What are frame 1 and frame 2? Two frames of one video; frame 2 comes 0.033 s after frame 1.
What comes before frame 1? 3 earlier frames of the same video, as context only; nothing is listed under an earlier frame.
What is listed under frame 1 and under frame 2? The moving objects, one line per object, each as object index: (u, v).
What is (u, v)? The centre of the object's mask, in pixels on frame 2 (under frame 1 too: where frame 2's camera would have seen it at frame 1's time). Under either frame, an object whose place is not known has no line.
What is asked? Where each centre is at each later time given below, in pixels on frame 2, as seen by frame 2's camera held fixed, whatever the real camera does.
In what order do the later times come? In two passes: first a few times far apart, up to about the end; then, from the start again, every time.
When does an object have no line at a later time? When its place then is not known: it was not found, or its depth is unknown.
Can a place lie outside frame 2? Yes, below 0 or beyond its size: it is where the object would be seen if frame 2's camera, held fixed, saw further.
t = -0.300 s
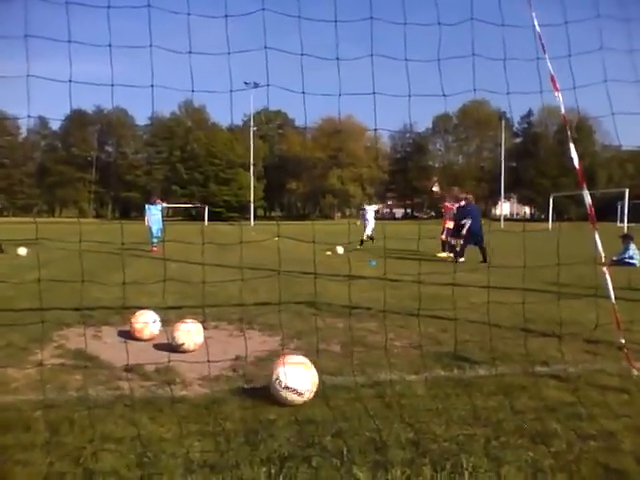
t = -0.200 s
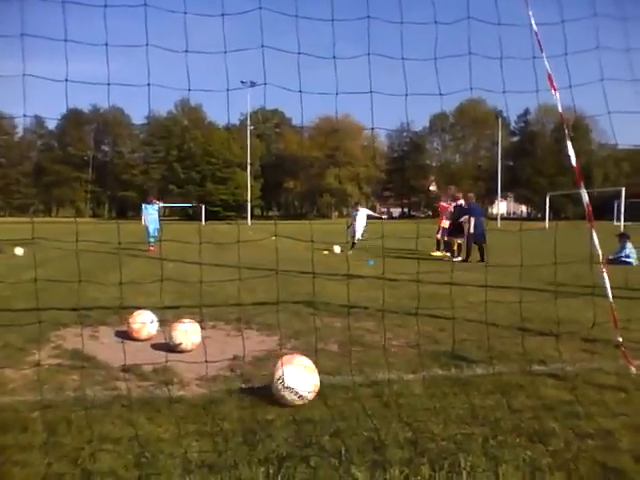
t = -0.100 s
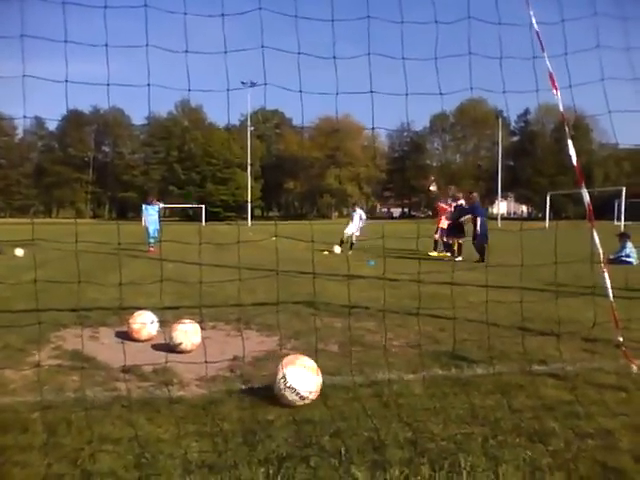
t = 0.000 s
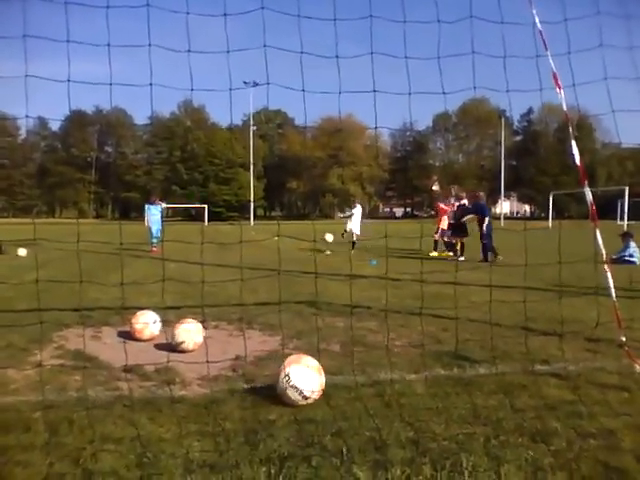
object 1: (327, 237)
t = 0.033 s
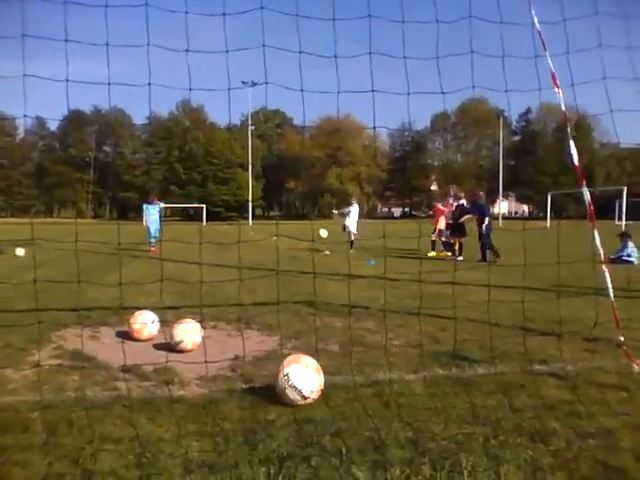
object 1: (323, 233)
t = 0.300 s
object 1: (273, 202)
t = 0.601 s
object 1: (67, 188)
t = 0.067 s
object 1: (318, 229)
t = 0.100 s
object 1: (313, 225)
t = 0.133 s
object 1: (308, 221)
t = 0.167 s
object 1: (301, 217)
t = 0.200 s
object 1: (296, 213)
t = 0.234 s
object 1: (289, 209)
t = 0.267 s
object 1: (282, 205)
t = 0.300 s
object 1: (273, 202)
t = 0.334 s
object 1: (263, 198)
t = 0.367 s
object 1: (251, 195)
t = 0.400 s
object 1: (237, 192)
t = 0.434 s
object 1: (221, 190)
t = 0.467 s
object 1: (202, 188)
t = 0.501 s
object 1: (179, 186)
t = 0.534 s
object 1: (150, 186)
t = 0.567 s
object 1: (115, 186)
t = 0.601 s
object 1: (67, 188)
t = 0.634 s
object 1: (5, 193)
